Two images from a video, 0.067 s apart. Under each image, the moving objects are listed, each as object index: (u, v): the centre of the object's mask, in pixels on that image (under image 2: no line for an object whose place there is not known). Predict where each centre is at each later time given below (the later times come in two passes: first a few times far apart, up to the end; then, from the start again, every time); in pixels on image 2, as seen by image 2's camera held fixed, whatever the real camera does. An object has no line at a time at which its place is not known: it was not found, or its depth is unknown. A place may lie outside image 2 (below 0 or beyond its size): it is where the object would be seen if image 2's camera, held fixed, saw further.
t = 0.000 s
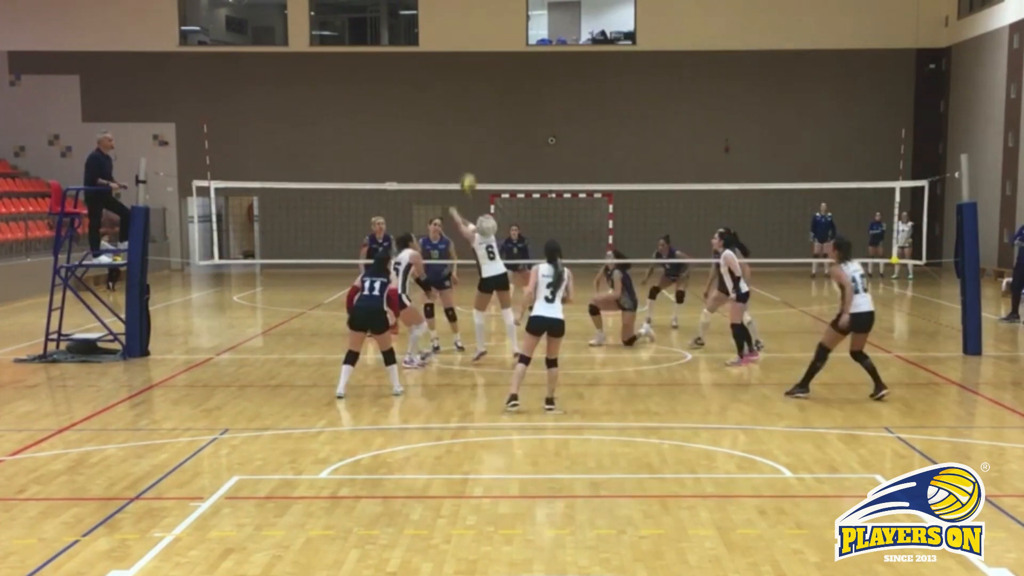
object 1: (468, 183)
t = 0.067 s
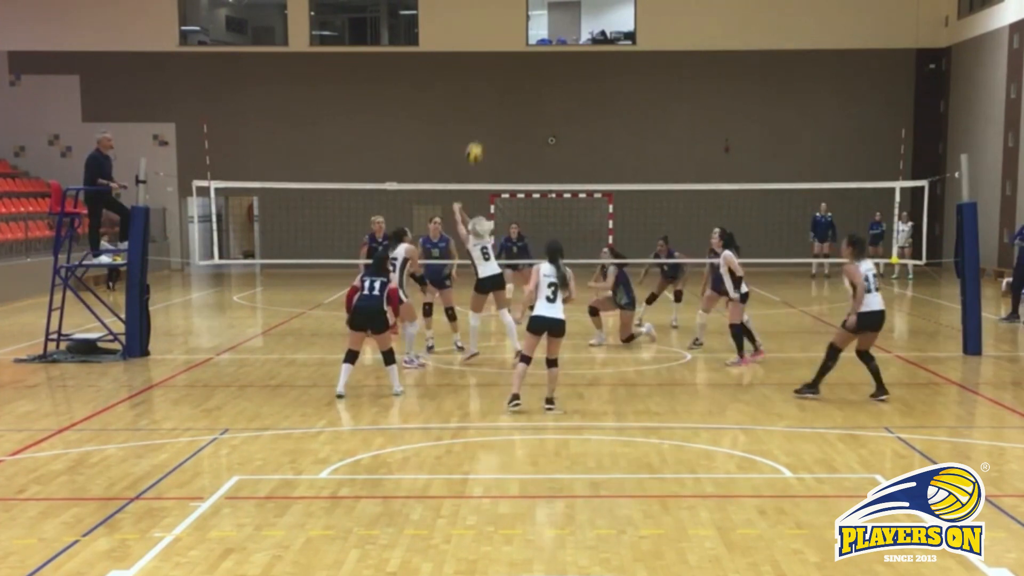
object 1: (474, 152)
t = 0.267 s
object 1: (493, 78)
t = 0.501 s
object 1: (516, 30)
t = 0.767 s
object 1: (542, 31)
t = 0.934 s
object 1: (559, 62)
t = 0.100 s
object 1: (477, 138)
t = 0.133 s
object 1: (480, 125)
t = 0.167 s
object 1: (484, 111)
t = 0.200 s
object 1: (487, 99)
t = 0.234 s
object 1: (490, 88)
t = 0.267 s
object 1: (493, 78)
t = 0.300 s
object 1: (496, 69)
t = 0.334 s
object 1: (499, 61)
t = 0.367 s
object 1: (503, 52)
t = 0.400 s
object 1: (507, 45)
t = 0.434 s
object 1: (510, 39)
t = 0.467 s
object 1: (513, 34)
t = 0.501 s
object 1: (516, 30)
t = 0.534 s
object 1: (519, 27)
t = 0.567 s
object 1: (523, 25)
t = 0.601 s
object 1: (526, 24)
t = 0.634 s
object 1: (529, 24)
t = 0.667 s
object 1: (533, 24)
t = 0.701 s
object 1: (535, 25)
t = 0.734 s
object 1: (539, 28)
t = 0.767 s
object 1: (542, 31)
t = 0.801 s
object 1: (545, 36)
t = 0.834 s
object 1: (549, 39)
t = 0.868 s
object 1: (552, 47)
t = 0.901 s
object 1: (556, 54)
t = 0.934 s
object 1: (559, 62)
